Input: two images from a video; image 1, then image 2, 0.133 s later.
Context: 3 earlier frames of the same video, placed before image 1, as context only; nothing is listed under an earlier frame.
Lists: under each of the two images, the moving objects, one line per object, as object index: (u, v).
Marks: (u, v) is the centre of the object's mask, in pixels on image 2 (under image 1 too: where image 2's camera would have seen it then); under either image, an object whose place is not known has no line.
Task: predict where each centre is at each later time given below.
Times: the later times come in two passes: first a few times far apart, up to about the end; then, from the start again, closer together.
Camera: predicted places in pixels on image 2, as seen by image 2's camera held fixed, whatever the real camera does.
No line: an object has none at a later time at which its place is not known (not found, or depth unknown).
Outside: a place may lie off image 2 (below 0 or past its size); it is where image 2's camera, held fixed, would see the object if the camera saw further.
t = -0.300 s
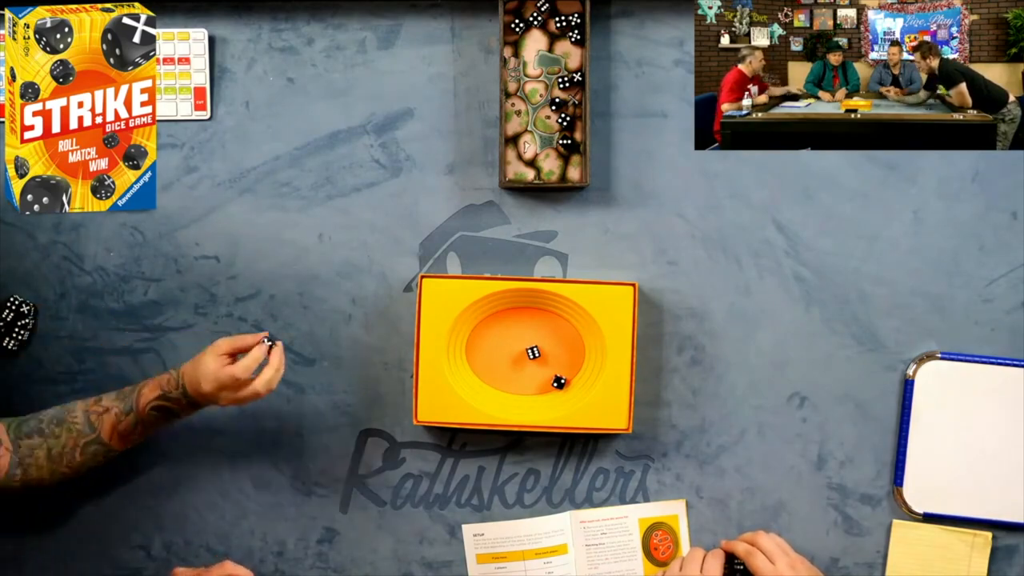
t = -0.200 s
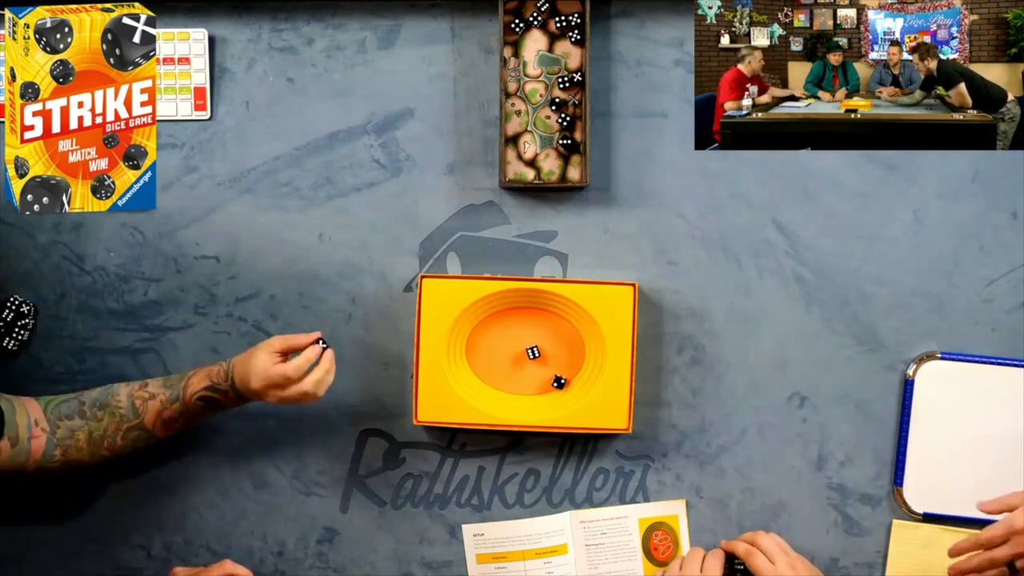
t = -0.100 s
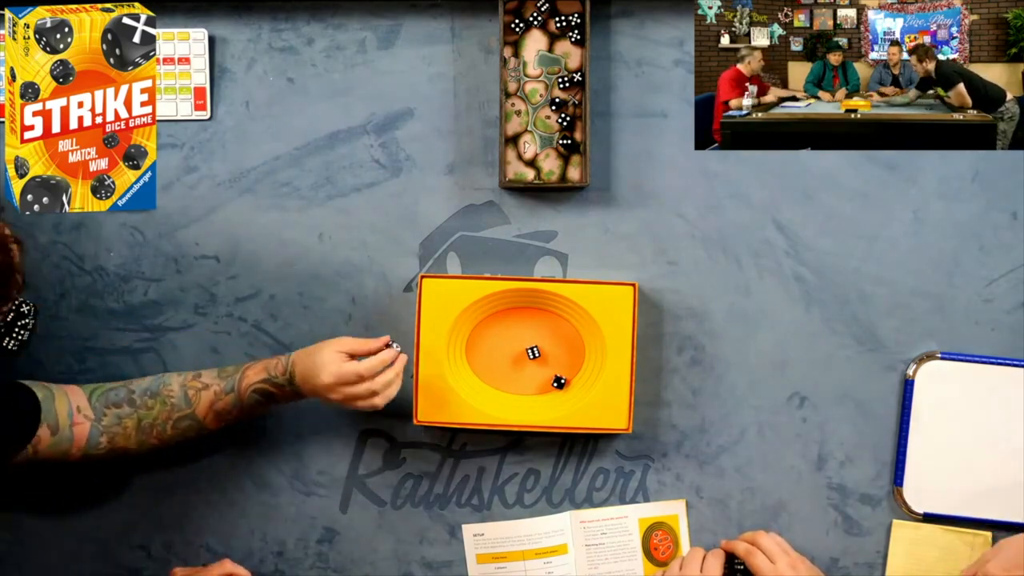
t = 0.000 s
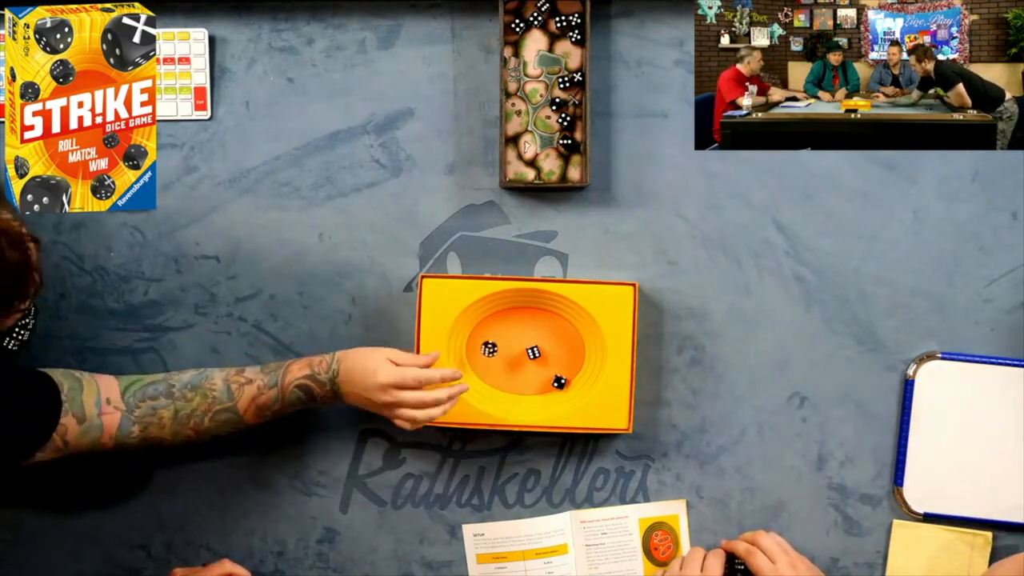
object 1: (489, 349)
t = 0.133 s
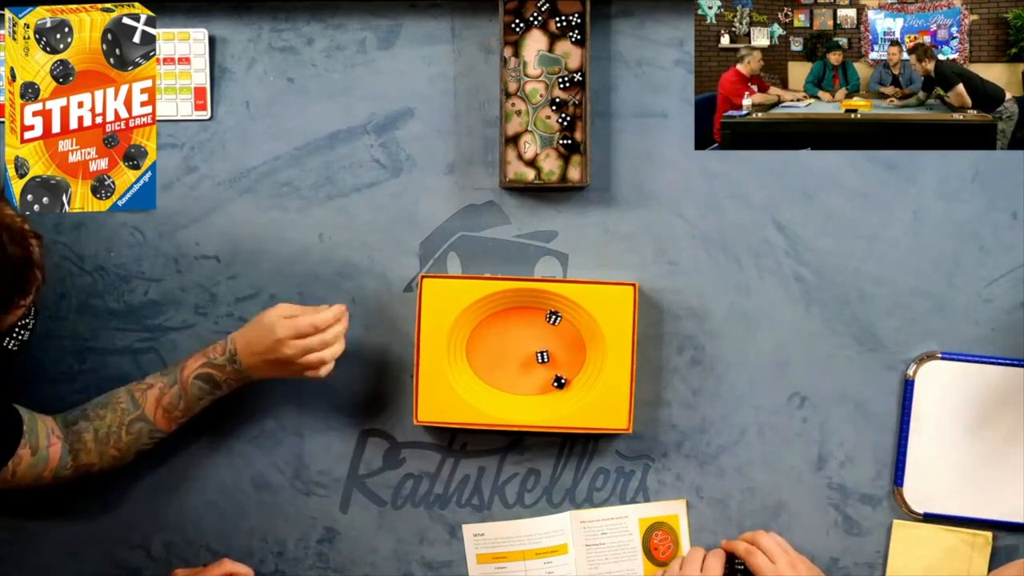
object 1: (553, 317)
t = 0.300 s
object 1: (571, 326)
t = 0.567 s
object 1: (556, 368)
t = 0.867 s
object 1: (555, 367)
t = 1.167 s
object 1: (554, 367)
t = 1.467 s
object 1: (554, 367)
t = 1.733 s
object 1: (554, 367)
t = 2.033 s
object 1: (554, 367)
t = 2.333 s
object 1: (554, 367)
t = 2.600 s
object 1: (558, 367)
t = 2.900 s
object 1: (558, 368)
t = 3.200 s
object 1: (558, 368)
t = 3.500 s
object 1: (558, 368)
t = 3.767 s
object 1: (558, 368)
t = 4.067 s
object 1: (558, 368)
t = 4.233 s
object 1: (558, 368)
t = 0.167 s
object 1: (565, 307)
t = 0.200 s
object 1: (569, 309)
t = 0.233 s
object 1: (573, 311)
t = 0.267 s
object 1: (573, 318)
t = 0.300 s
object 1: (571, 326)
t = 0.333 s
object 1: (567, 337)
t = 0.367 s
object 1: (564, 347)
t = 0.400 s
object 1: (559, 356)
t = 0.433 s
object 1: (557, 362)
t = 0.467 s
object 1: (557, 367)
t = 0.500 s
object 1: (559, 369)
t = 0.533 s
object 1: (558, 368)
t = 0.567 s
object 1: (556, 368)
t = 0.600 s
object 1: (555, 369)
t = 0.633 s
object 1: (555, 369)
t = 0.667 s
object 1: (555, 368)
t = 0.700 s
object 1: (554, 368)
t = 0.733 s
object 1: (555, 367)
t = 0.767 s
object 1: (555, 367)
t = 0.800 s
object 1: (555, 367)
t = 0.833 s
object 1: (554, 367)
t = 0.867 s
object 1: (555, 367)
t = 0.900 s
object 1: (555, 367)
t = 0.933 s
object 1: (554, 367)
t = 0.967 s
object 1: (554, 367)
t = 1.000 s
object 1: (554, 367)
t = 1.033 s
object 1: (554, 367)
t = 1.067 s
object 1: (554, 367)
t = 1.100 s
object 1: (554, 367)
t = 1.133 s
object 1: (554, 367)
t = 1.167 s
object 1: (554, 367)
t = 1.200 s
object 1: (554, 367)
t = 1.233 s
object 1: (554, 367)
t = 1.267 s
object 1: (554, 367)
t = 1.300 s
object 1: (554, 367)
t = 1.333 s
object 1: (554, 367)
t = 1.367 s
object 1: (554, 367)
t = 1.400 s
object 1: (554, 367)
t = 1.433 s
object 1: (554, 367)
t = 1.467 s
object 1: (554, 367)
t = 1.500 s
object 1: (554, 367)
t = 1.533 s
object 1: (554, 367)
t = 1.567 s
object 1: (554, 367)
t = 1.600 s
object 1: (554, 367)
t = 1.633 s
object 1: (554, 367)
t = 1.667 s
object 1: (554, 367)
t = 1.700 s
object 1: (554, 367)
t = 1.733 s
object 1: (554, 367)
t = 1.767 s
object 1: (554, 367)
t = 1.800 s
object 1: (554, 367)
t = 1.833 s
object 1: (554, 367)
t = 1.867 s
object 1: (554, 367)
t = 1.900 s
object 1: (554, 367)
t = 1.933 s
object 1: (554, 367)
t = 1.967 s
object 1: (554, 367)
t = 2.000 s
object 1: (554, 367)
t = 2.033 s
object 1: (554, 367)
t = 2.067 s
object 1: (554, 367)
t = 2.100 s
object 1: (554, 367)
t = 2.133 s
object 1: (554, 367)
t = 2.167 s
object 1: (554, 367)
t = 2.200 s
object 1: (554, 367)
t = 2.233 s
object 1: (554, 367)
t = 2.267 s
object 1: (554, 367)
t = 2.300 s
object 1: (554, 367)
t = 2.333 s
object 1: (554, 367)
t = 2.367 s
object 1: (554, 367)
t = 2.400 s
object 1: (554, 367)
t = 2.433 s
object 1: (554, 367)
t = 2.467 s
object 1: (555, 367)
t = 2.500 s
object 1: (554, 368)
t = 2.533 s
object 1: (555, 368)
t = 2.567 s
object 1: (558, 367)
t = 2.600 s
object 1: (558, 367)
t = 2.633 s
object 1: (558, 368)
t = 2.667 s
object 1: (558, 368)
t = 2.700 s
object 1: (558, 368)
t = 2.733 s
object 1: (558, 368)
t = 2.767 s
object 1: (558, 368)
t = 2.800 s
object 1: (558, 368)
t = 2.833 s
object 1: (558, 368)
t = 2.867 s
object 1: (558, 368)
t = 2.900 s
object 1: (558, 368)
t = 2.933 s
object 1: (558, 368)
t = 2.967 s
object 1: (558, 368)
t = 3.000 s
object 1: (558, 368)
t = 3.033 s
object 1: (558, 368)
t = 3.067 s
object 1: (558, 368)
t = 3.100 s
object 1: (558, 368)
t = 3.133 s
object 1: (558, 368)
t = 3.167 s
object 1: (558, 368)
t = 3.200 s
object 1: (558, 368)
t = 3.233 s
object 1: (558, 368)
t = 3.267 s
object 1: (558, 368)
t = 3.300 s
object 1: (558, 368)
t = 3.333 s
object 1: (558, 368)
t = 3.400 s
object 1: (558, 368)
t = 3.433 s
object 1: (558, 368)
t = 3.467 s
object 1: (558, 368)
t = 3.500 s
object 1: (558, 368)
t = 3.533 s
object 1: (558, 368)
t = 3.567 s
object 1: (558, 368)
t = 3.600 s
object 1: (558, 368)
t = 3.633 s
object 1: (558, 368)
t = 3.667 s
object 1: (558, 368)
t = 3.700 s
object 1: (558, 368)
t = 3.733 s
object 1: (558, 368)
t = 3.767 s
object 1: (558, 368)
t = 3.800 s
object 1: (558, 368)
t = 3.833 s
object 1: (558, 368)
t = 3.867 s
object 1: (558, 368)
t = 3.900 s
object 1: (558, 368)
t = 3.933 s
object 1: (558, 368)
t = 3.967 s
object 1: (558, 368)
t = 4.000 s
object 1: (558, 368)
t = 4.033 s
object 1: (558, 368)
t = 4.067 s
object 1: (558, 368)
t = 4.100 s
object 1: (558, 368)
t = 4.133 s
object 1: (558, 368)
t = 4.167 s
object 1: (558, 368)
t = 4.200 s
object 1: (558, 368)
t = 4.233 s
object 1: (558, 368)
